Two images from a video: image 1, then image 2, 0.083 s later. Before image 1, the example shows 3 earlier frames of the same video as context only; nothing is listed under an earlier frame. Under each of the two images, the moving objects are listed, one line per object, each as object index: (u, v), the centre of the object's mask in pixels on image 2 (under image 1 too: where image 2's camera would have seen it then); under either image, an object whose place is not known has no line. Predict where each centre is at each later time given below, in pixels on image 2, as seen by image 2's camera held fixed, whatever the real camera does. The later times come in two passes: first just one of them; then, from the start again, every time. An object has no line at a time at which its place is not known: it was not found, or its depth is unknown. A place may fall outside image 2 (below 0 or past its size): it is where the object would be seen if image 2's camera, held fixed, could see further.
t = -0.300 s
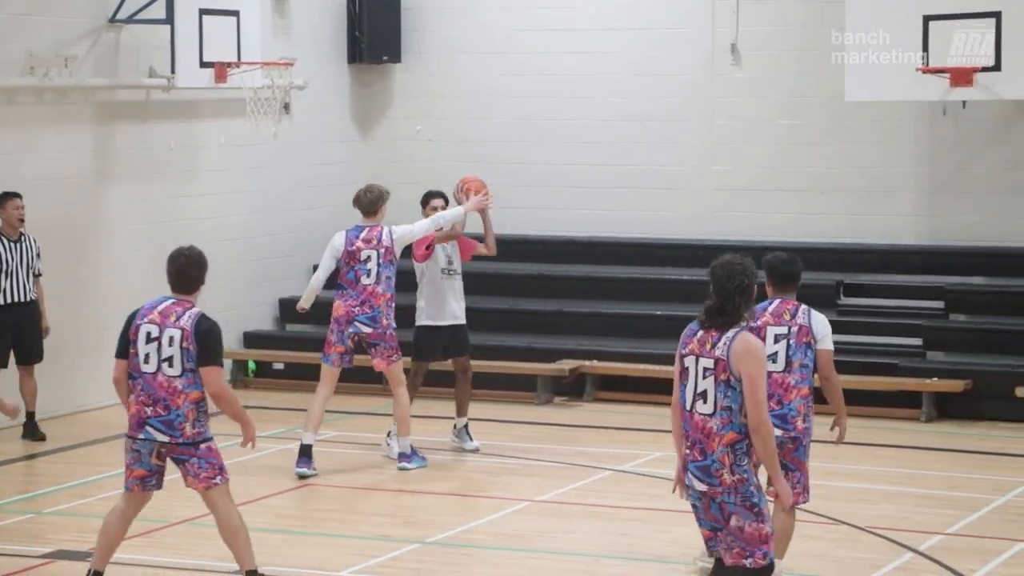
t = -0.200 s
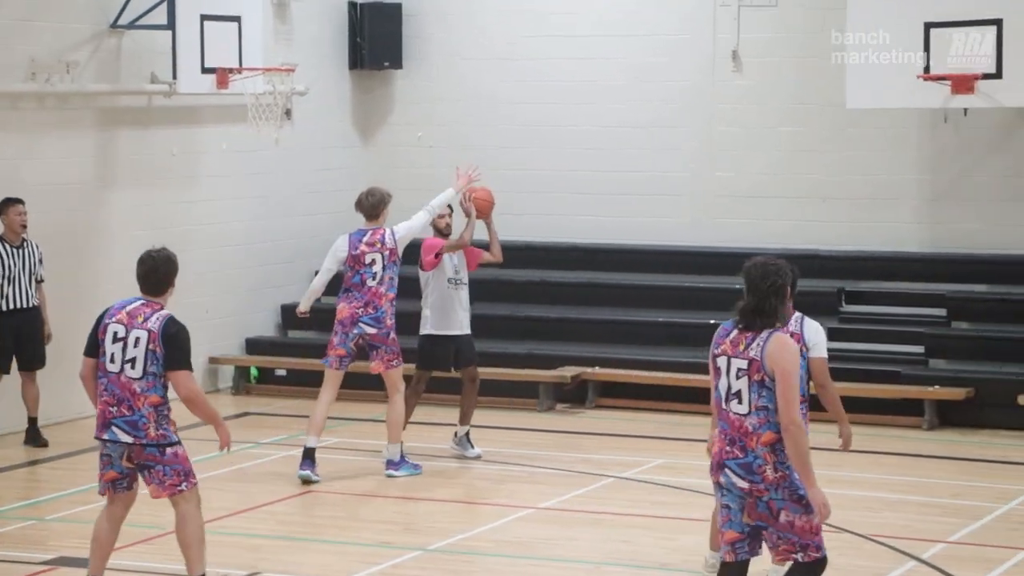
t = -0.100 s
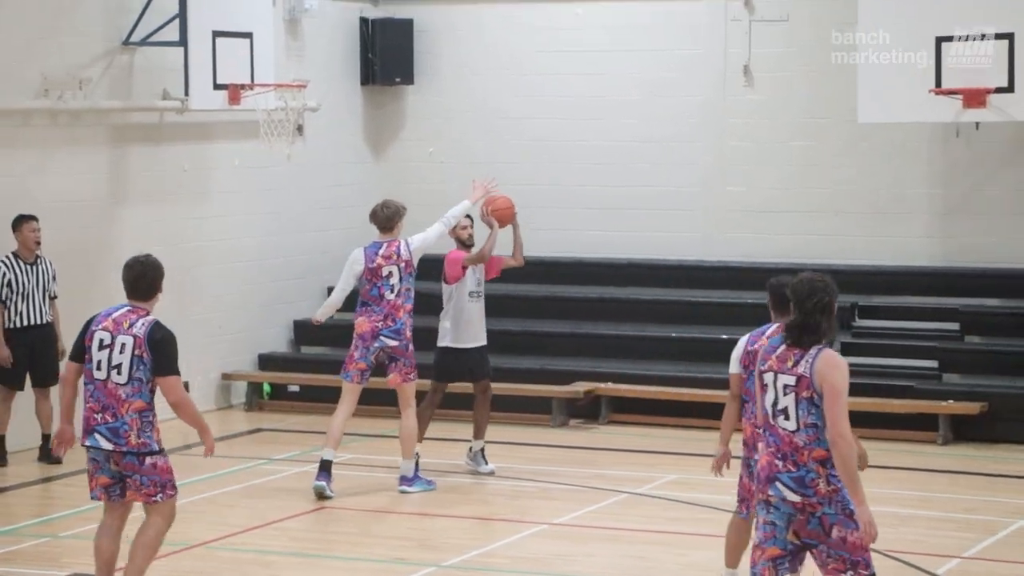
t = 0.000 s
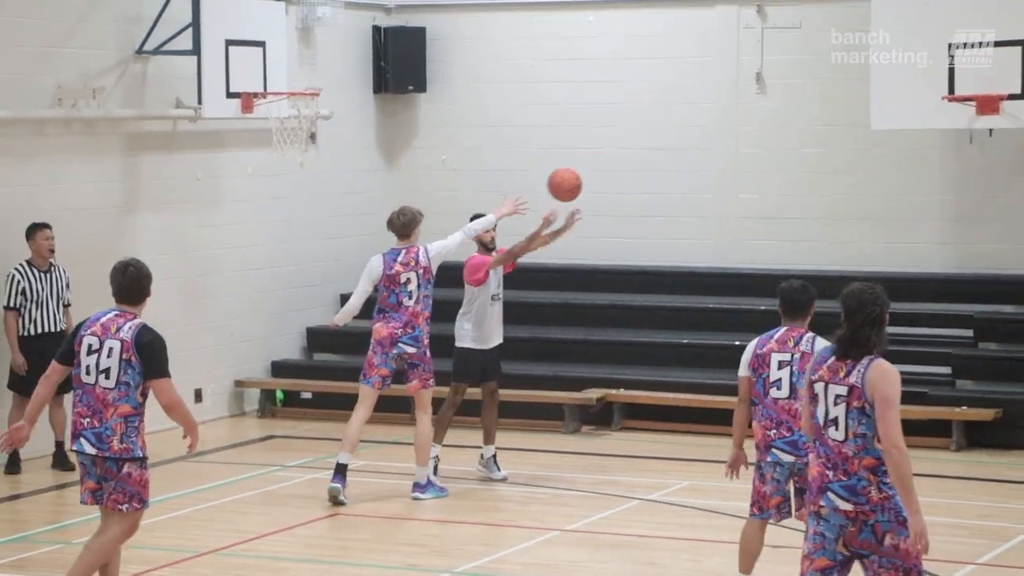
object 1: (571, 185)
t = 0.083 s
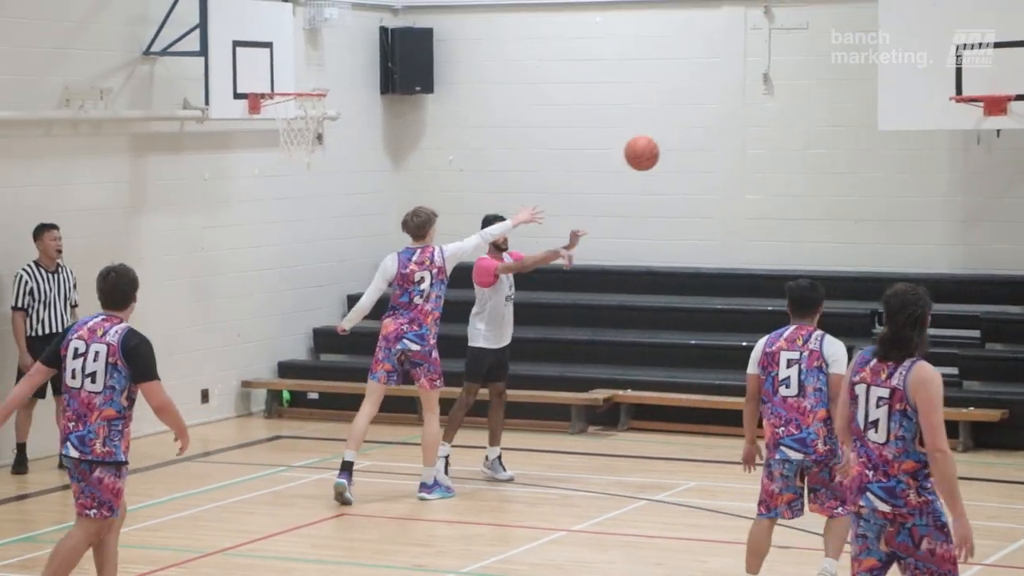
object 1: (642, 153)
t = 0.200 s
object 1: (744, 124)
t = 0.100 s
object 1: (656, 147)
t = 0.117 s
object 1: (670, 143)
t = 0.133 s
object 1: (685, 138)
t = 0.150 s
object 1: (700, 134)
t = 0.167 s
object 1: (714, 130)
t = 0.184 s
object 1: (729, 126)
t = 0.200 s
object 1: (744, 124)
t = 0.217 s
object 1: (759, 121)
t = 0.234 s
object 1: (774, 118)
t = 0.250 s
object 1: (790, 116)
